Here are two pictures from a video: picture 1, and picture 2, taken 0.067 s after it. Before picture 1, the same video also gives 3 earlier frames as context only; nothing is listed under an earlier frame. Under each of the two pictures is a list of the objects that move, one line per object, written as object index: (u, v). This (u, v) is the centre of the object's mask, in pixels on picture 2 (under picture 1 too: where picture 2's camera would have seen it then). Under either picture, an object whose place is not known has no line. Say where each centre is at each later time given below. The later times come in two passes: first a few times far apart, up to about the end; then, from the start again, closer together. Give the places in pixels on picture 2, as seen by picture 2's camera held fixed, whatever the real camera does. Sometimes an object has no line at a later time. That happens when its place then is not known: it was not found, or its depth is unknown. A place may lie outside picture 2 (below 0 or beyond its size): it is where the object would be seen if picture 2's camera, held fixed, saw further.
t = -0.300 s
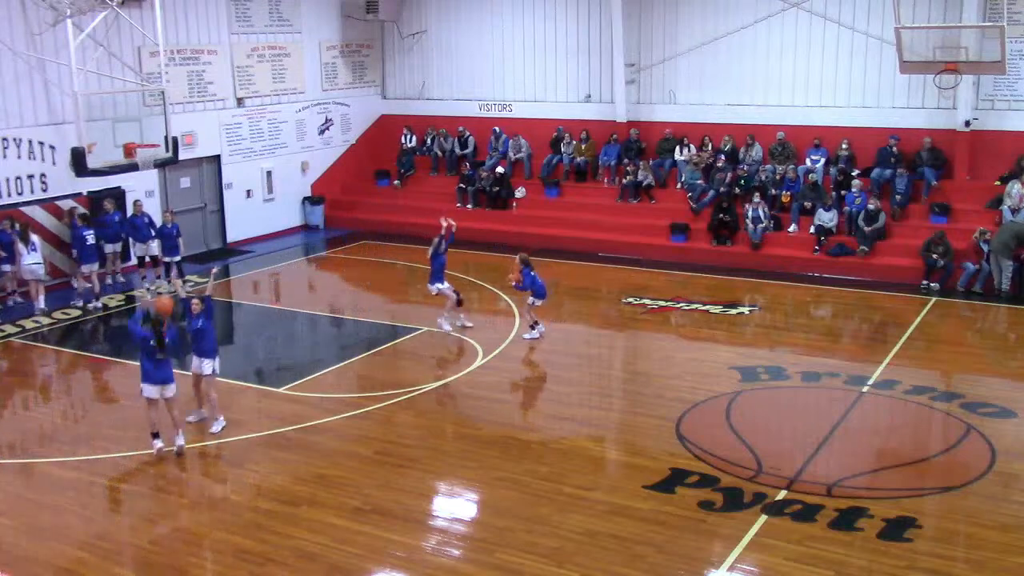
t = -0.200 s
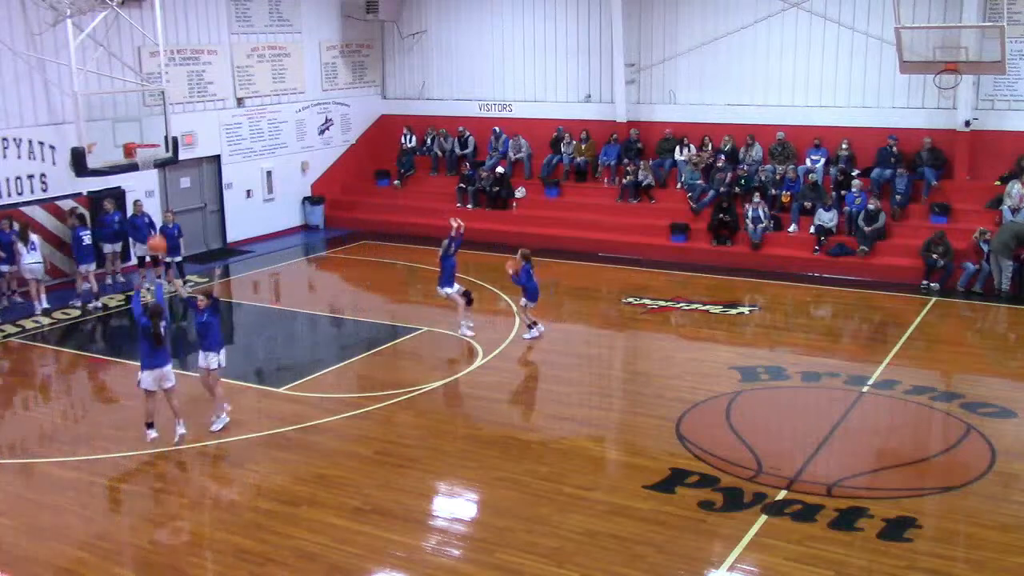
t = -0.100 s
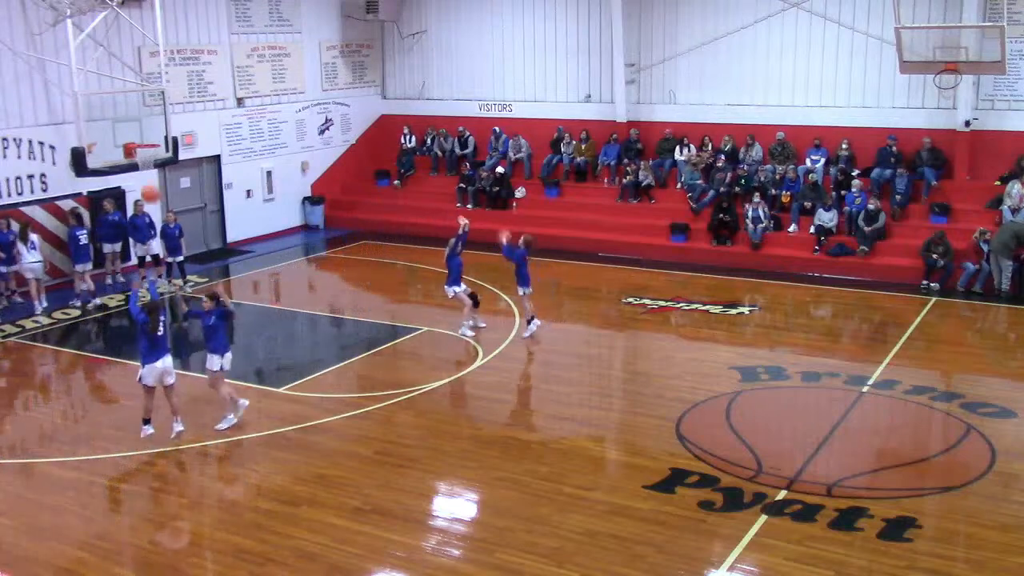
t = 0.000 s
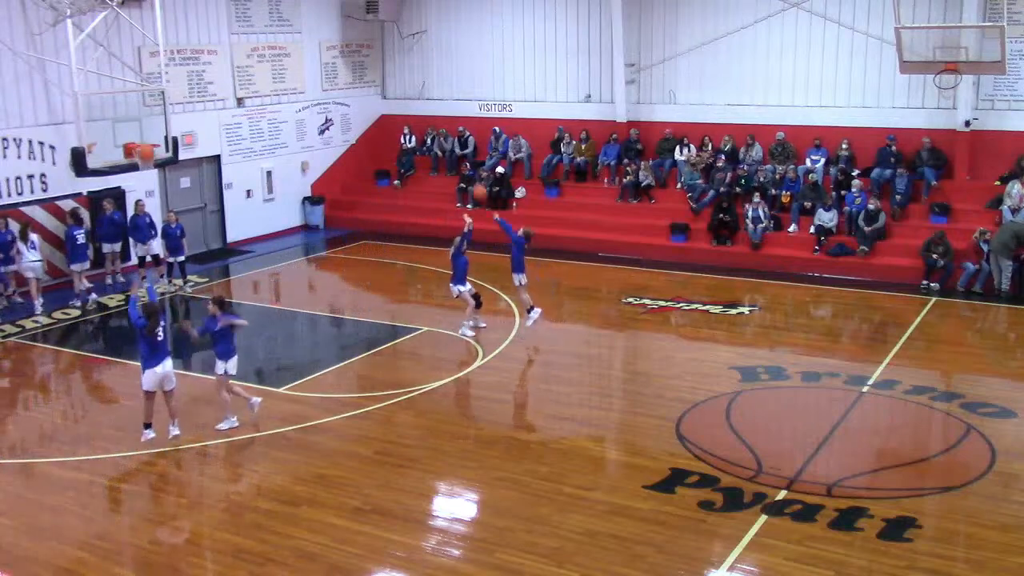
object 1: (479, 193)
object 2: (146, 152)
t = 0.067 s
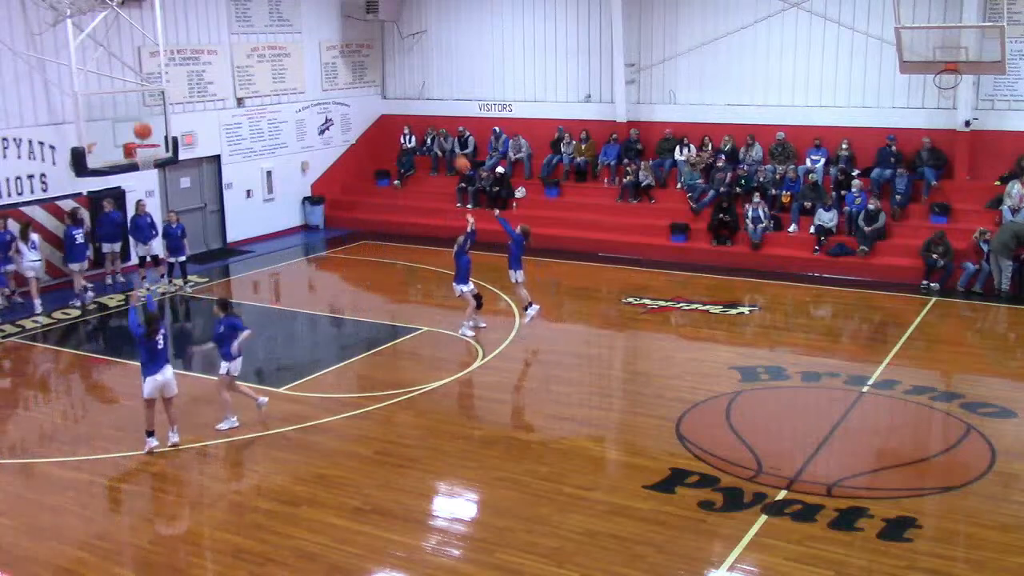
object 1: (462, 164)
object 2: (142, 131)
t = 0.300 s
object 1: (401, 87)
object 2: (135, 86)
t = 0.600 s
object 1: (326, 40)
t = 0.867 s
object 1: (264, 45)
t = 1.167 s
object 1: (202, 103)
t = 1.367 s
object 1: (166, 166)
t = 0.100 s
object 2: (141, 121)
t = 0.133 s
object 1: (444, 137)
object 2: (140, 113)
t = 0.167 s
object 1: (435, 125)
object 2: (139, 105)
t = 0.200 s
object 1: (428, 115)
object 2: (138, 99)
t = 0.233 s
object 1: (417, 106)
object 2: (137, 94)
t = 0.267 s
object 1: (409, 96)
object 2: (136, 89)
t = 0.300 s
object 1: (401, 87)
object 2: (135, 86)
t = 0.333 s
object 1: (392, 79)
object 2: (135, 83)
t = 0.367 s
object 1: (384, 71)
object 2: (135, 80)
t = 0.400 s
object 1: (376, 65)
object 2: (134, 79)
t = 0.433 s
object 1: (367, 58)
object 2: (134, 79)
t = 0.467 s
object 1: (359, 55)
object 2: (134, 79)
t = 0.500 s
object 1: (350, 48)
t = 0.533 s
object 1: (342, 45)
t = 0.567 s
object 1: (334, 42)
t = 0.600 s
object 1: (326, 40)
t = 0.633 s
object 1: (318, 38)
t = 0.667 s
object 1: (310, 37)
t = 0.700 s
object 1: (302, 37)
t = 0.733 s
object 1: (294, 37)
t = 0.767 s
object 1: (287, 37)
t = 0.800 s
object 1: (279, 39)
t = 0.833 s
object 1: (272, 42)
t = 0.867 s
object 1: (264, 45)
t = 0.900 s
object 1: (257, 49)
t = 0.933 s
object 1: (250, 53)
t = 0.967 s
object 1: (243, 58)
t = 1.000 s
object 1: (236, 64)
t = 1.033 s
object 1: (229, 71)
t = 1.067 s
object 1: (222, 78)
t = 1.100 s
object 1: (215, 85)
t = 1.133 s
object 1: (209, 94)
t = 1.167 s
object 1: (202, 103)
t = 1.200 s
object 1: (196, 111)
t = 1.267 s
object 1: (185, 134)
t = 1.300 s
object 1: (177, 143)
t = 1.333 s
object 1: (172, 155)
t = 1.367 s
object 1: (166, 166)
